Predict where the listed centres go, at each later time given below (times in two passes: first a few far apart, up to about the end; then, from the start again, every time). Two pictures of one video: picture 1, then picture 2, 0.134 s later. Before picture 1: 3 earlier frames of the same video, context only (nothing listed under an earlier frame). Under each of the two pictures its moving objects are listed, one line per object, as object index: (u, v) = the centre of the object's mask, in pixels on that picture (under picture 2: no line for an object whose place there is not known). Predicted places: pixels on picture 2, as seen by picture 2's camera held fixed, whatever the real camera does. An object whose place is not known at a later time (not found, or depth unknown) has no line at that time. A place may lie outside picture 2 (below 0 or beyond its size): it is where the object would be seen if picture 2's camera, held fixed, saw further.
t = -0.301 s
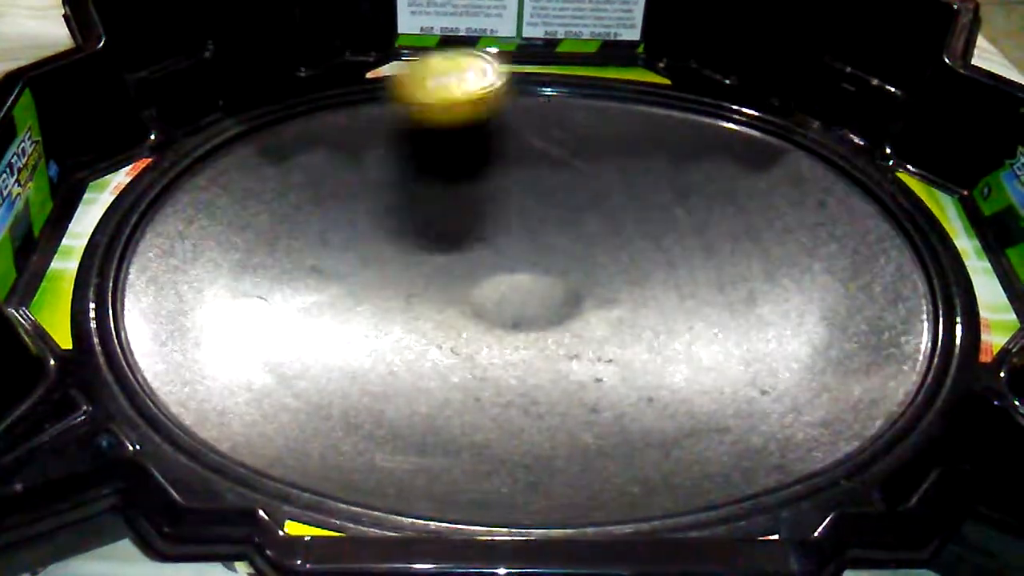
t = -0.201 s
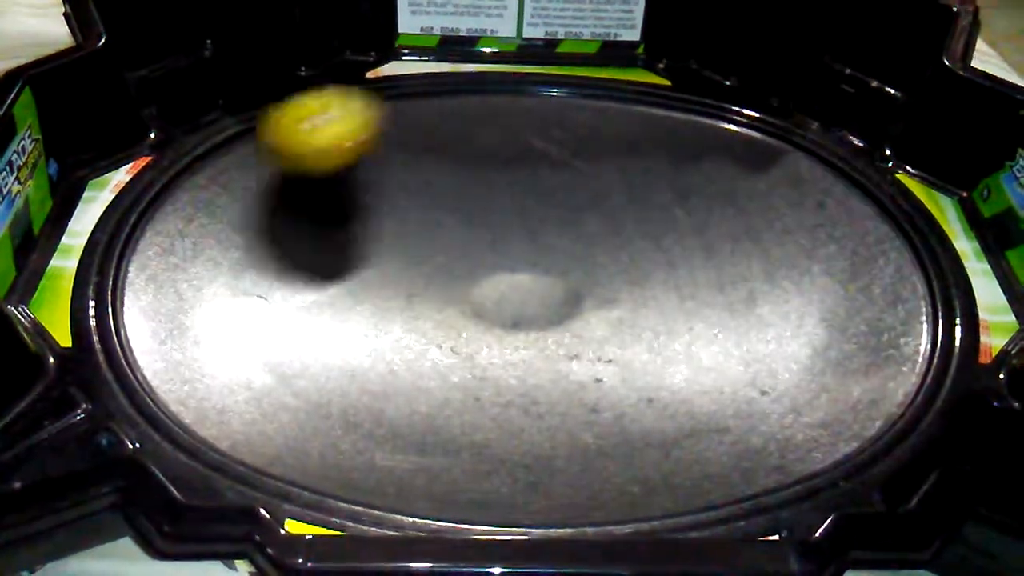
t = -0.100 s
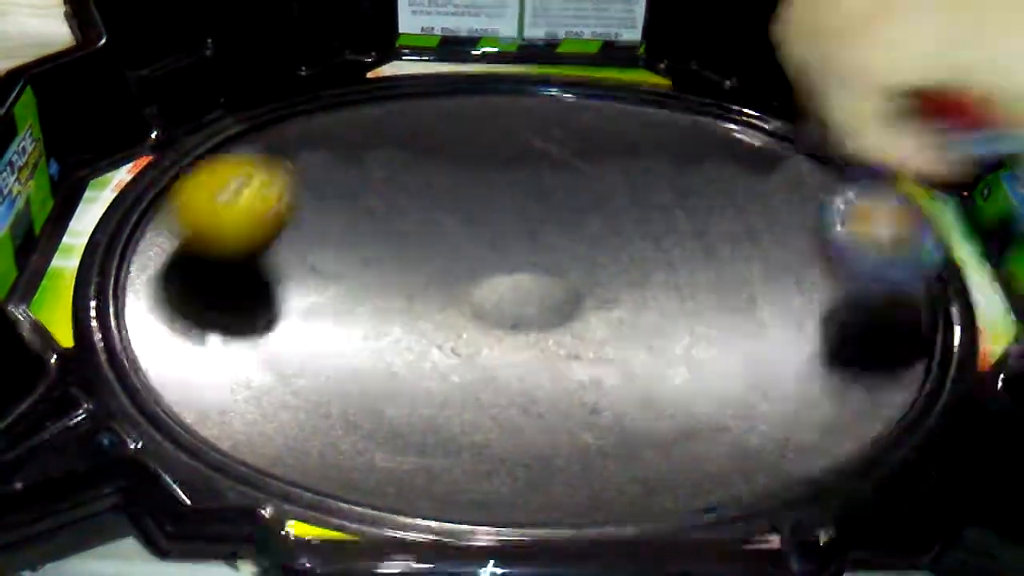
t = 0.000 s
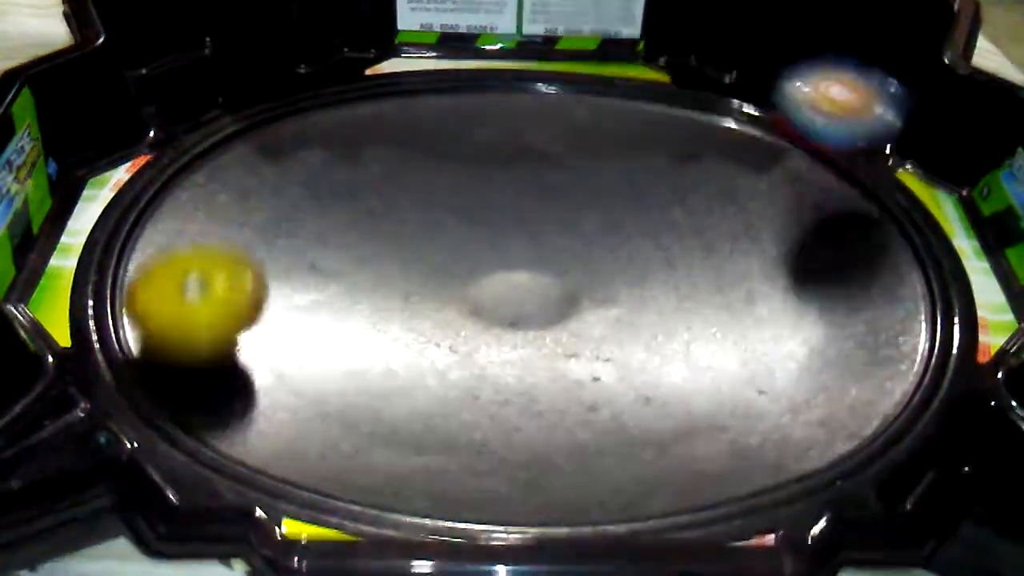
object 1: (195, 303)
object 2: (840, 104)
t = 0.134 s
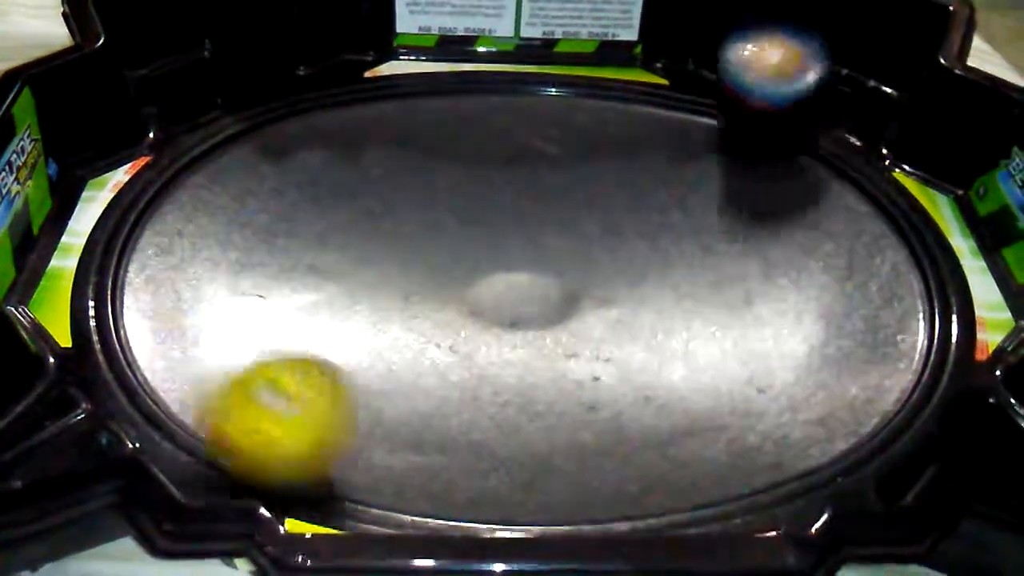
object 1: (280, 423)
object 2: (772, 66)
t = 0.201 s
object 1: (383, 453)
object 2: (756, 88)
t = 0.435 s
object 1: (748, 394)
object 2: (601, 203)
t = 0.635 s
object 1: (757, 234)
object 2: (502, 306)
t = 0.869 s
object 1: (552, 155)
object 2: (535, 391)
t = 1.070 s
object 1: (370, 194)
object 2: (644, 370)
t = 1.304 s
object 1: (332, 317)
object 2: (636, 317)
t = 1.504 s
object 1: (481, 361)
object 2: (564, 290)
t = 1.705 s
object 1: (553, 352)
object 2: (508, 245)
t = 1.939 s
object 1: (580, 295)
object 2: (389, 239)
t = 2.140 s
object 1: (527, 251)
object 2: (355, 274)
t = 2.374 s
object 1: (447, 219)
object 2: (438, 308)
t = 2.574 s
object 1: (375, 227)
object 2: (520, 288)
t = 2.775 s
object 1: (356, 263)
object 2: (549, 255)
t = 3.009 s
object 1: (434, 296)
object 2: (554, 223)
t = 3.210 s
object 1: (504, 309)
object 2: (523, 189)
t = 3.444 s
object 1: (575, 304)
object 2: (494, 189)
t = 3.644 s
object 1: (606, 272)
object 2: (486, 221)
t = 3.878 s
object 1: (607, 245)
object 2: (470, 250)
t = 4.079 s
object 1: (572, 242)
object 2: (448, 272)
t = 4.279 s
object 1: (566, 264)
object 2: (414, 297)
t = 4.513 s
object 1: (572, 293)
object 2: (431, 305)
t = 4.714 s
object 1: (577, 297)
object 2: (439, 294)
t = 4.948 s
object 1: (569, 293)
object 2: (430, 272)
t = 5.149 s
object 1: (544, 288)
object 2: (415, 253)
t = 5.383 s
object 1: (508, 290)
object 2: (398, 232)
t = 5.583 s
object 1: (500, 295)
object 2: (404, 222)
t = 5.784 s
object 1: (502, 297)
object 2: (427, 217)
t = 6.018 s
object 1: (506, 297)
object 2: (466, 206)
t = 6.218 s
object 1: (509, 298)
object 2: (507, 202)
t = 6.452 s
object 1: (503, 298)
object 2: (564, 211)
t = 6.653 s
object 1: (486, 295)
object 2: (607, 239)
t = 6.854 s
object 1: (469, 285)
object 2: (609, 272)
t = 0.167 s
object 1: (325, 440)
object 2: (765, 77)
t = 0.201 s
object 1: (383, 453)
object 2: (756, 88)
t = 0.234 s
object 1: (443, 462)
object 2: (744, 106)
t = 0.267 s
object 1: (507, 465)
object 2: (726, 121)
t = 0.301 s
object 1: (567, 461)
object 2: (705, 140)
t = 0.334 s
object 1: (622, 451)
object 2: (676, 158)
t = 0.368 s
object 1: (672, 437)
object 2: (653, 172)
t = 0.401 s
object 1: (716, 418)
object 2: (625, 188)
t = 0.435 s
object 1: (748, 394)
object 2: (601, 203)
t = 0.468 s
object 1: (773, 367)
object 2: (573, 220)
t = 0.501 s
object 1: (786, 339)
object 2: (552, 235)
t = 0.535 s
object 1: (790, 312)
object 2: (536, 251)
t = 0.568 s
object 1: (785, 284)
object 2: (522, 266)
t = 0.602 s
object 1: (777, 260)
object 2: (509, 290)
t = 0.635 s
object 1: (757, 234)
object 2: (502, 306)
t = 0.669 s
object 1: (735, 213)
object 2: (498, 319)
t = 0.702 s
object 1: (710, 196)
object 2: (495, 347)
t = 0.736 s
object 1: (681, 180)
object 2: (496, 359)
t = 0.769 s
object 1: (651, 169)
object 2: (502, 369)
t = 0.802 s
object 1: (621, 161)
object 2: (511, 380)
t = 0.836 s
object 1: (587, 158)
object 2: (522, 386)
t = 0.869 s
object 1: (552, 155)
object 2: (535, 391)
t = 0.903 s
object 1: (518, 156)
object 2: (551, 392)
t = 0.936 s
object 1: (484, 158)
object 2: (568, 393)
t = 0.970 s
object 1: (452, 163)
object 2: (585, 390)
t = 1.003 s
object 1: (423, 171)
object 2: (605, 387)
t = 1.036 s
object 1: (396, 180)
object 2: (624, 378)
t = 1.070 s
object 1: (370, 194)
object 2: (644, 370)
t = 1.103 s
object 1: (349, 209)
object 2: (658, 360)
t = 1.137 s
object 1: (332, 226)
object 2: (662, 354)
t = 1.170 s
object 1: (319, 242)
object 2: (663, 344)
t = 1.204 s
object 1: (314, 262)
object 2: (659, 332)
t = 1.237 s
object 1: (314, 280)
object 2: (652, 326)
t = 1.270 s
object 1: (320, 300)
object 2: (644, 321)
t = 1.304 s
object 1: (332, 317)
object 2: (636, 317)
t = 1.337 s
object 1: (353, 333)
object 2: (624, 312)
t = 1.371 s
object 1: (377, 346)
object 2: (612, 306)
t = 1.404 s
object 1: (405, 354)
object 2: (599, 302)
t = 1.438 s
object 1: (431, 360)
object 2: (585, 298)
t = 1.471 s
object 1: (461, 360)
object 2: (572, 296)
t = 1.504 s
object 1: (481, 361)
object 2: (564, 290)
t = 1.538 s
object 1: (493, 364)
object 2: (560, 280)
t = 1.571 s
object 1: (506, 363)
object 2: (554, 270)
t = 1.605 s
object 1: (518, 361)
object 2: (548, 263)
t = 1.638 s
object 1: (530, 359)
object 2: (538, 256)
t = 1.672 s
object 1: (542, 356)
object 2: (523, 250)
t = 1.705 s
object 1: (553, 352)
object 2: (508, 245)
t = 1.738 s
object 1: (563, 347)
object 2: (488, 239)
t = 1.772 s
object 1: (572, 341)
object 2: (472, 234)
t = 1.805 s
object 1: (579, 332)
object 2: (456, 231)
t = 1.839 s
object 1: (583, 323)
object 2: (438, 231)
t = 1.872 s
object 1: (584, 313)
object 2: (422, 232)
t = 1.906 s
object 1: (583, 304)
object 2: (403, 236)
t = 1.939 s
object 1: (580, 295)
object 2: (389, 239)
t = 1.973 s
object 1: (574, 285)
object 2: (378, 243)
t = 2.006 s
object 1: (568, 276)
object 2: (369, 248)
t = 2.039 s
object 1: (561, 269)
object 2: (362, 254)
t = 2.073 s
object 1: (550, 263)
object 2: (356, 261)
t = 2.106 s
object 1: (538, 257)
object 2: (353, 267)
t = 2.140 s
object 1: (527, 251)
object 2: (355, 274)
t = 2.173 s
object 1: (516, 246)
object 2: (358, 280)
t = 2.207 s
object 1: (507, 241)
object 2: (365, 285)
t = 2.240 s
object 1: (498, 235)
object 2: (378, 293)
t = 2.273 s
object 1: (486, 230)
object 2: (391, 297)
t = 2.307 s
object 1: (474, 226)
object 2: (405, 301)
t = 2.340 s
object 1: (460, 222)
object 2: (423, 304)
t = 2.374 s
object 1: (447, 219)
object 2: (438, 308)
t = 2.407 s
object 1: (433, 219)
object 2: (451, 305)
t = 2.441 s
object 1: (420, 218)
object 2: (467, 305)
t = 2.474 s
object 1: (408, 219)
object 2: (489, 302)
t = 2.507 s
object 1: (396, 221)
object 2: (495, 297)
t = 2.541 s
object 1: (386, 223)
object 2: (510, 292)
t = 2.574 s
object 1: (375, 227)
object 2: (520, 288)
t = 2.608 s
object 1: (367, 231)
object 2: (528, 284)
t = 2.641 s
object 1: (360, 236)
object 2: (534, 277)
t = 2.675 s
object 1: (356, 242)
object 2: (537, 271)
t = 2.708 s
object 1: (353, 249)
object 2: (542, 264)
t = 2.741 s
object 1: (353, 256)
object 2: (545, 259)
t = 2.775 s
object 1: (356, 263)
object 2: (549, 255)
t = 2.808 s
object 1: (361, 270)
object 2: (553, 250)
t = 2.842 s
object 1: (370, 276)
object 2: (557, 247)
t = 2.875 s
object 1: (380, 282)
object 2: (561, 243)
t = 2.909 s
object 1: (392, 287)
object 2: (563, 239)
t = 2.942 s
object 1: (404, 290)
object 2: (564, 234)
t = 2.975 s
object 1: (418, 294)
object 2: (560, 228)
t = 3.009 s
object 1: (434, 296)
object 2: (554, 223)
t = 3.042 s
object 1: (450, 298)
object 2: (547, 218)
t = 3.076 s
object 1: (465, 298)
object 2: (539, 213)
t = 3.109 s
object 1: (480, 298)
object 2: (531, 211)
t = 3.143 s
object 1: (494, 297)
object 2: (524, 207)
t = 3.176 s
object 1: (499, 302)
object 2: (524, 202)
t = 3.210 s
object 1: (504, 309)
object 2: (523, 189)
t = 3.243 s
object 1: (512, 312)
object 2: (521, 181)
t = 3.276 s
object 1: (522, 313)
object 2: (517, 177)
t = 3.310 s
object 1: (533, 313)
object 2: (512, 175)
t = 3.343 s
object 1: (544, 312)
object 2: (507, 176)
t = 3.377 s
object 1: (555, 310)
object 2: (502, 178)
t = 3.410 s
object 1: (565, 307)
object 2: (498, 183)
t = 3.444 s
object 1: (575, 304)
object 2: (494, 189)
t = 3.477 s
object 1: (583, 300)
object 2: (490, 194)
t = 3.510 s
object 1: (590, 295)
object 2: (488, 198)
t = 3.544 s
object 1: (596, 289)
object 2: (486, 206)
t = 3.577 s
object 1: (601, 284)
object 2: (484, 212)
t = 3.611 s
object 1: (604, 278)
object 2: (484, 215)
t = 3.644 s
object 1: (606, 272)
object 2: (486, 221)
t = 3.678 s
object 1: (606, 265)
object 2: (488, 227)
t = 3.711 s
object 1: (610, 262)
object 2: (484, 233)
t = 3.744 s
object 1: (613, 259)
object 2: (478, 236)
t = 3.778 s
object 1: (613, 255)
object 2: (474, 240)
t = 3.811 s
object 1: (613, 252)
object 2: (473, 243)
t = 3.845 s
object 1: (610, 248)
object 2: (471, 246)
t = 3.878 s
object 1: (607, 245)
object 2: (470, 250)
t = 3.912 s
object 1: (601, 242)
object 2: (468, 253)
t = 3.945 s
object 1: (595, 241)
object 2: (466, 256)
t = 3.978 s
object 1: (588, 241)
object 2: (464, 260)
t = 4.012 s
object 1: (581, 241)
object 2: (462, 263)
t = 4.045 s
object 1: (574, 241)
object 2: (459, 268)
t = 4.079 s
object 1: (572, 242)
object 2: (448, 272)
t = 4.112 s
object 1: (572, 244)
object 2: (435, 277)
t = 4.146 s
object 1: (569, 247)
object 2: (425, 280)
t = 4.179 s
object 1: (567, 249)
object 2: (419, 285)
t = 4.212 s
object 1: (566, 253)
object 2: (416, 289)
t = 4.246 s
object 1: (566, 258)
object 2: (414, 293)
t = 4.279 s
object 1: (566, 264)
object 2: (414, 297)
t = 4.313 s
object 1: (566, 269)
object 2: (417, 301)
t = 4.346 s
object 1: (564, 275)
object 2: (419, 303)
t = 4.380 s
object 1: (564, 282)
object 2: (422, 304)
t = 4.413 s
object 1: (565, 286)
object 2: (425, 307)
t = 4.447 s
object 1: (567, 289)
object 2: (427, 307)
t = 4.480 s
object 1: (570, 291)
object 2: (429, 306)
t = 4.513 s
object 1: (572, 293)
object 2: (431, 305)
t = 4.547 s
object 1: (574, 295)
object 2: (433, 304)
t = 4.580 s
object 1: (576, 296)
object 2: (434, 302)
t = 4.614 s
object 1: (577, 297)
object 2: (435, 300)
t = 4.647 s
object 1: (577, 297)
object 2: (437, 298)
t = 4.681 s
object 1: (578, 297)
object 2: (438, 296)
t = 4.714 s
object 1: (577, 297)
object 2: (439, 294)
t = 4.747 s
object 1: (576, 297)
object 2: (441, 292)
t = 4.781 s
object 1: (575, 296)
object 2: (441, 289)
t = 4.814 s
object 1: (573, 296)
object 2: (442, 287)
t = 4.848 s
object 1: (573, 296)
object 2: (439, 283)
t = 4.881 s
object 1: (573, 295)
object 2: (435, 279)
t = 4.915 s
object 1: (572, 294)
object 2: (431, 276)
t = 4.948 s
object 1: (569, 293)
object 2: (430, 272)
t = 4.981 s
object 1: (565, 291)
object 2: (427, 270)
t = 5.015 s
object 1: (561, 290)
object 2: (425, 266)
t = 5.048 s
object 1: (557, 289)
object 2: (424, 264)
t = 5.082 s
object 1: (551, 288)
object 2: (423, 261)
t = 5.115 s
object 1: (546, 287)
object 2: (422, 258)
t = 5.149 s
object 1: (544, 288)
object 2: (415, 253)
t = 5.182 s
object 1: (541, 288)
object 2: (407, 248)
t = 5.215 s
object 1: (537, 289)
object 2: (402, 244)
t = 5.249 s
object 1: (531, 289)
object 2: (398, 242)
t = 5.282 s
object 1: (525, 288)
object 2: (396, 239)
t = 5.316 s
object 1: (519, 289)
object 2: (396, 236)
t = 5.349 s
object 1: (514, 289)
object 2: (397, 234)
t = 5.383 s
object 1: (508, 290)
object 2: (398, 232)
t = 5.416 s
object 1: (505, 291)
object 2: (399, 232)
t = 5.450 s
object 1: (504, 293)
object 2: (398, 230)
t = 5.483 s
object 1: (503, 294)
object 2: (398, 227)
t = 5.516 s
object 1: (502, 295)
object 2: (399, 224)
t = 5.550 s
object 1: (501, 295)
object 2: (401, 224)
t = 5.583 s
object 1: (500, 295)
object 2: (404, 222)
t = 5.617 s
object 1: (500, 295)
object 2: (409, 223)
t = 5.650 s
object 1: (500, 295)
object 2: (412, 223)
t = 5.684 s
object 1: (501, 295)
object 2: (416, 222)
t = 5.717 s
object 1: (501, 296)
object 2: (421, 221)
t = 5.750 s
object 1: (502, 297)
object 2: (423, 218)
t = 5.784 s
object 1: (502, 297)
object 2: (427, 217)
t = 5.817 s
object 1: (501, 297)
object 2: (431, 215)
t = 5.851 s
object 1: (502, 296)
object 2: (437, 215)
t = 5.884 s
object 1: (503, 297)
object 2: (443, 214)
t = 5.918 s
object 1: (504, 297)
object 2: (449, 208)
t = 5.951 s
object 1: (505, 297)
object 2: (454, 206)
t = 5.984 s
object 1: (505, 297)
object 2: (458, 206)
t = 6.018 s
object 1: (506, 297)
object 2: (466, 206)
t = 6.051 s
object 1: (506, 298)
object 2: (472, 205)
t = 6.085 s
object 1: (507, 298)
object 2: (480, 203)
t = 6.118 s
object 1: (507, 298)
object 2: (487, 203)
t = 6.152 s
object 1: (508, 298)
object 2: (494, 202)
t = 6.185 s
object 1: (508, 297)
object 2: (501, 202)
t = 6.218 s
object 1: (509, 298)
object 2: (507, 202)
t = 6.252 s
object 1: (509, 299)
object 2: (516, 201)
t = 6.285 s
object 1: (508, 299)
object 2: (524, 200)
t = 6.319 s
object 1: (509, 299)
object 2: (532, 201)
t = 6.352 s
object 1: (508, 299)
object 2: (538, 204)
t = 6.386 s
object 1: (508, 298)
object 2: (545, 206)
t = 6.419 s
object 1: (506, 298)
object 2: (552, 209)
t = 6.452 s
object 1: (503, 298)
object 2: (564, 211)
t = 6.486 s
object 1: (500, 299)
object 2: (573, 213)
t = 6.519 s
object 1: (497, 298)
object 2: (581, 216)
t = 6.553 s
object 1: (494, 298)
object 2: (589, 220)
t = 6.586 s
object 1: (491, 297)
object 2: (597, 226)
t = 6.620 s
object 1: (489, 296)
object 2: (602, 232)
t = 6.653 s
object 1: (486, 295)
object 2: (607, 239)
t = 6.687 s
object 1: (483, 294)
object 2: (608, 244)
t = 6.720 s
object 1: (479, 293)
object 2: (611, 251)
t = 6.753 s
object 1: (476, 291)
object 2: (611, 257)
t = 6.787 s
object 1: (474, 289)
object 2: (612, 263)
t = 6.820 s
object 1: (472, 287)
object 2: (611, 267)
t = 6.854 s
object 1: (469, 285)
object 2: (609, 272)
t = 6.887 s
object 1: (465, 282)
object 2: (604, 278)
